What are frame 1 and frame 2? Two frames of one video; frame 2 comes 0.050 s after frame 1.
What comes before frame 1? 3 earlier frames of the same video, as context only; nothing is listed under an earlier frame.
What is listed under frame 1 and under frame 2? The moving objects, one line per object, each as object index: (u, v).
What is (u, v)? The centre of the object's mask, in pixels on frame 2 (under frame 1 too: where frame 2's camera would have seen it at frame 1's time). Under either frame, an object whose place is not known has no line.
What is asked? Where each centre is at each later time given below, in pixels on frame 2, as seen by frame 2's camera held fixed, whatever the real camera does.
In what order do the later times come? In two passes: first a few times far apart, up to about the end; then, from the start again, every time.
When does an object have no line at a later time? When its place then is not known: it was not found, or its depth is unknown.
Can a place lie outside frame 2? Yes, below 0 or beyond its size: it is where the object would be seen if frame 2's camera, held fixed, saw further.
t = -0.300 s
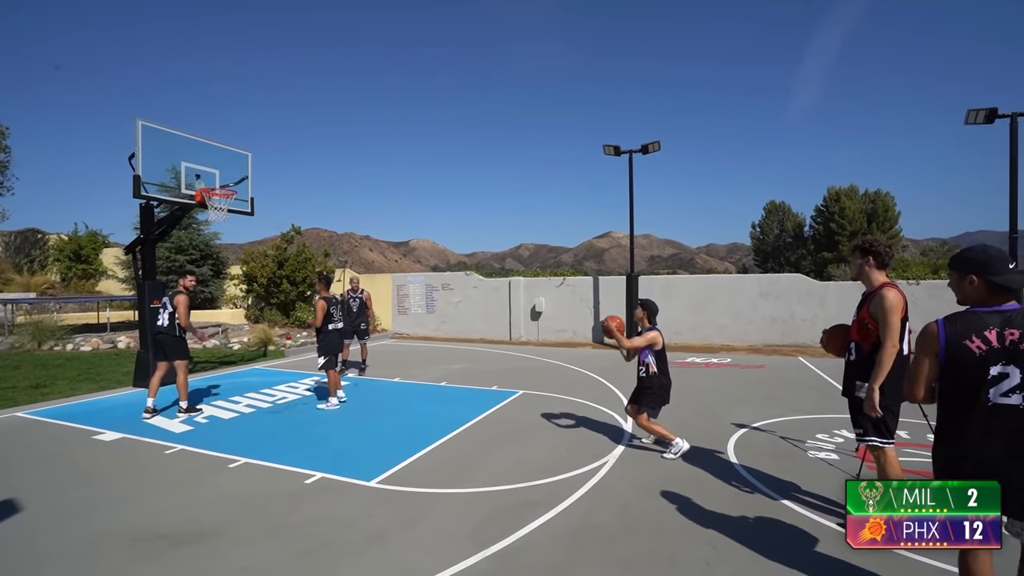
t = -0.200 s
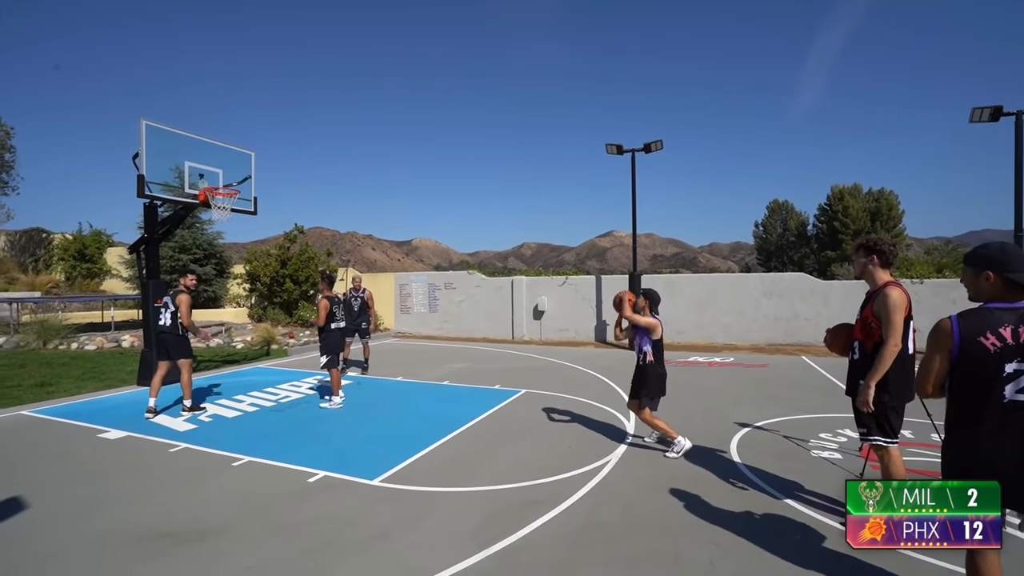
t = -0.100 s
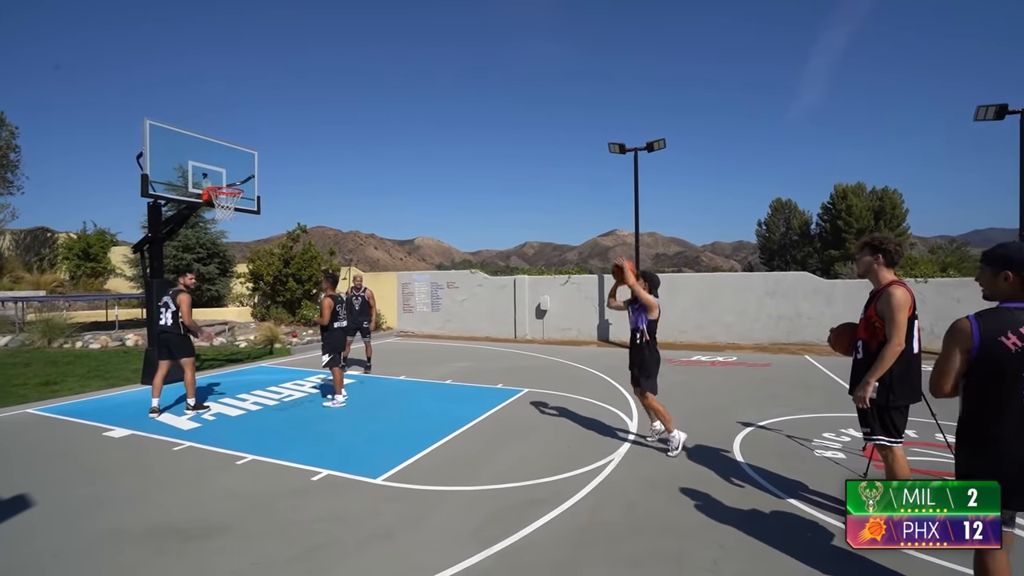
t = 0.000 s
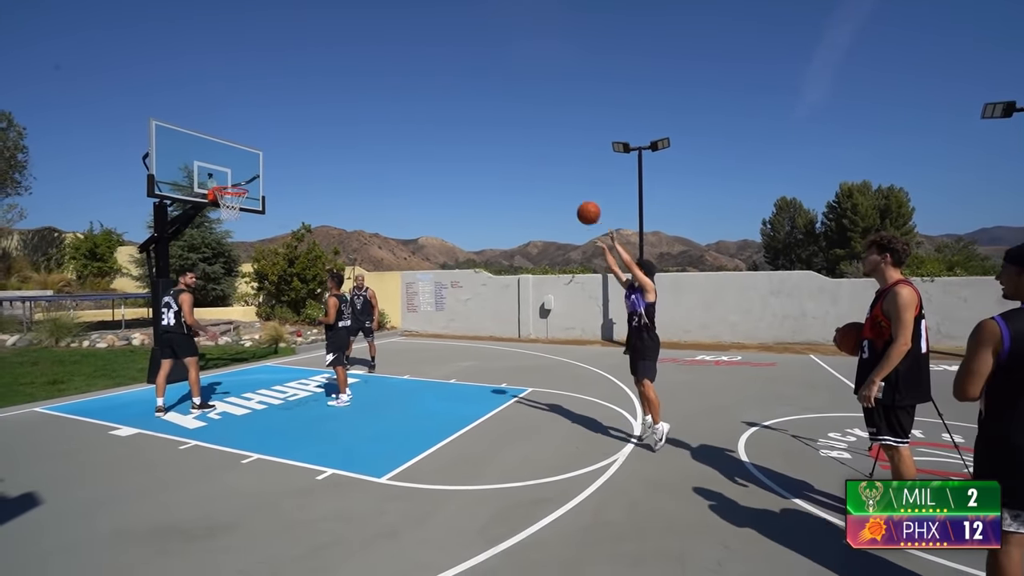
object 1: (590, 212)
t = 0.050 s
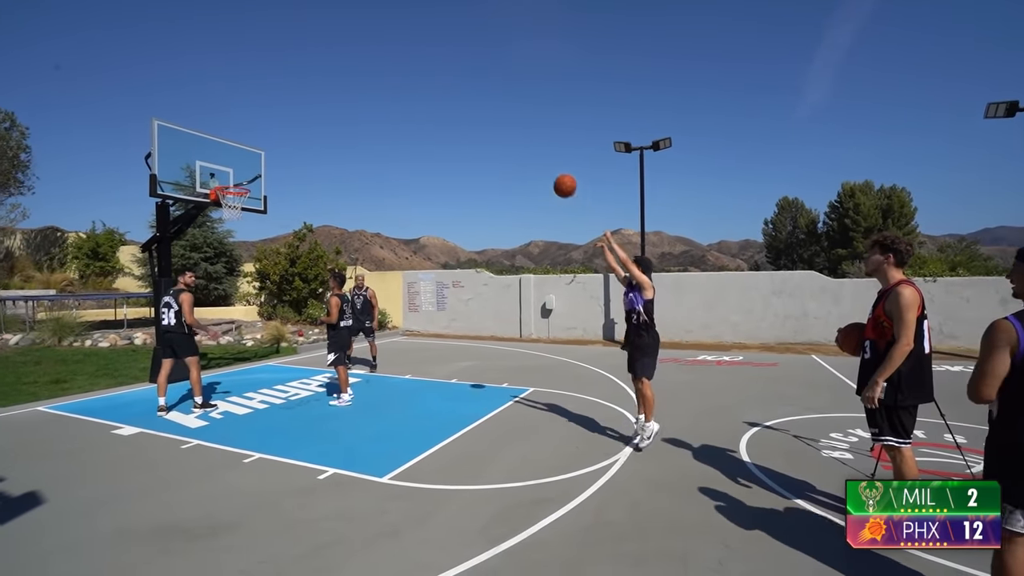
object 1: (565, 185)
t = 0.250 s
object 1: (474, 111)
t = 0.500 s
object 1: (379, 77)
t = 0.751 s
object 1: (303, 95)
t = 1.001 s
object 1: (240, 154)
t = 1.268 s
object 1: (196, 146)
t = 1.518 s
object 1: (195, 126)
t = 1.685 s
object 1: (198, 134)
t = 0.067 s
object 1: (557, 177)
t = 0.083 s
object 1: (548, 169)
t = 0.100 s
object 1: (540, 162)
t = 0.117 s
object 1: (533, 155)
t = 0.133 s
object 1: (525, 148)
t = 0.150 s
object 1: (517, 142)
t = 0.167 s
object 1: (510, 136)
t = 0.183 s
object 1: (502, 130)
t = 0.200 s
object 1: (495, 125)
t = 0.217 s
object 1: (488, 120)
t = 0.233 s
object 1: (480, 115)
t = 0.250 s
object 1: (474, 111)
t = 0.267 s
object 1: (467, 106)
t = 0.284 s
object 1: (460, 102)
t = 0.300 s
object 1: (453, 99)
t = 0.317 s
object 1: (446, 95)
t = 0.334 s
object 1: (440, 92)
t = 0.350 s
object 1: (433, 90)
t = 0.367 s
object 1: (427, 87)
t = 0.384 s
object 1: (421, 85)
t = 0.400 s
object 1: (414, 83)
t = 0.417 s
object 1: (408, 81)
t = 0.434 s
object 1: (402, 80)
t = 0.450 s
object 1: (396, 79)
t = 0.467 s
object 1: (391, 78)
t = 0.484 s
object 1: (385, 77)
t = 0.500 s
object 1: (379, 77)
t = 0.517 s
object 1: (374, 76)
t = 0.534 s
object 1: (368, 77)
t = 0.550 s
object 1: (362, 77)
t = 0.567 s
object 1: (357, 77)
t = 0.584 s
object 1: (352, 78)
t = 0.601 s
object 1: (347, 79)
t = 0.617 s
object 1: (341, 80)
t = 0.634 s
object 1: (336, 81)
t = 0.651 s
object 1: (331, 82)
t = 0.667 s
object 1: (326, 84)
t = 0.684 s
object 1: (321, 86)
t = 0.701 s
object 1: (317, 88)
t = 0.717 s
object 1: (312, 90)
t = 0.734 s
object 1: (307, 93)
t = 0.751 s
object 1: (303, 95)
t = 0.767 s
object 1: (298, 98)
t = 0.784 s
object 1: (293, 101)
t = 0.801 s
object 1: (289, 104)
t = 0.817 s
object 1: (285, 107)
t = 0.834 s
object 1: (280, 110)
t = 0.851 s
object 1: (276, 115)
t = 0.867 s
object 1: (272, 118)
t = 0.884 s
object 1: (268, 122)
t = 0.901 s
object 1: (264, 126)
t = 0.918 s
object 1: (260, 130)
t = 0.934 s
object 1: (256, 135)
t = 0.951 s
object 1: (252, 139)
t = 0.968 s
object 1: (248, 144)
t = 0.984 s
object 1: (245, 149)
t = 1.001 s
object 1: (240, 154)
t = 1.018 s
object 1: (237, 159)
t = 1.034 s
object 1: (233, 164)
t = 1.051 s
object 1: (230, 169)
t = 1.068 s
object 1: (226, 175)
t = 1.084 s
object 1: (222, 179)
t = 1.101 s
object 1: (220, 176)
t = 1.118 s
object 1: (218, 173)
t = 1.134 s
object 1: (215, 169)
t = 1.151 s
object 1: (213, 165)
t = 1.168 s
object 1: (211, 162)
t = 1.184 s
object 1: (208, 159)
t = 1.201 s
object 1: (206, 156)
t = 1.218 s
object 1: (203, 153)
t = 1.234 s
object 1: (201, 150)
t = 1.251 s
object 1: (199, 148)
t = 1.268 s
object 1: (196, 146)
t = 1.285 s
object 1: (194, 144)
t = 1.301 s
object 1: (192, 143)
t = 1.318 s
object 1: (192, 140)
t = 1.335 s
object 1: (193, 138)
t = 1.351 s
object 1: (193, 136)
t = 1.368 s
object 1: (193, 134)
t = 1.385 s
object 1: (193, 132)
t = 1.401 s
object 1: (193, 131)
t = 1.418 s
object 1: (194, 129)
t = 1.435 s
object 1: (194, 128)
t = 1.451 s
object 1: (194, 127)
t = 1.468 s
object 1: (194, 127)
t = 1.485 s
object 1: (195, 126)
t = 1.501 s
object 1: (195, 126)
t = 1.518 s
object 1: (195, 126)
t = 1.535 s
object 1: (195, 125)
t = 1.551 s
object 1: (196, 125)
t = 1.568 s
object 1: (196, 125)
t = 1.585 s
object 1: (197, 126)
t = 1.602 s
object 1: (197, 127)
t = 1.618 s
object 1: (197, 128)
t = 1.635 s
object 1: (197, 129)
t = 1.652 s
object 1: (198, 131)
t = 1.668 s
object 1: (198, 132)
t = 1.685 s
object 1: (198, 134)
